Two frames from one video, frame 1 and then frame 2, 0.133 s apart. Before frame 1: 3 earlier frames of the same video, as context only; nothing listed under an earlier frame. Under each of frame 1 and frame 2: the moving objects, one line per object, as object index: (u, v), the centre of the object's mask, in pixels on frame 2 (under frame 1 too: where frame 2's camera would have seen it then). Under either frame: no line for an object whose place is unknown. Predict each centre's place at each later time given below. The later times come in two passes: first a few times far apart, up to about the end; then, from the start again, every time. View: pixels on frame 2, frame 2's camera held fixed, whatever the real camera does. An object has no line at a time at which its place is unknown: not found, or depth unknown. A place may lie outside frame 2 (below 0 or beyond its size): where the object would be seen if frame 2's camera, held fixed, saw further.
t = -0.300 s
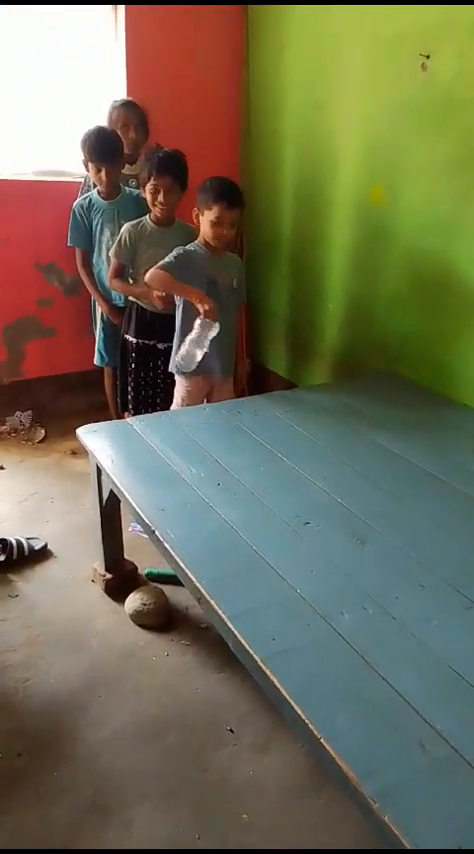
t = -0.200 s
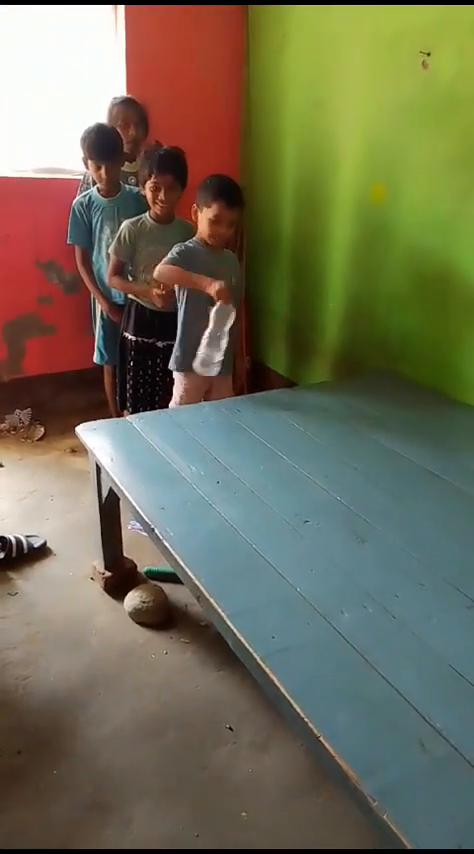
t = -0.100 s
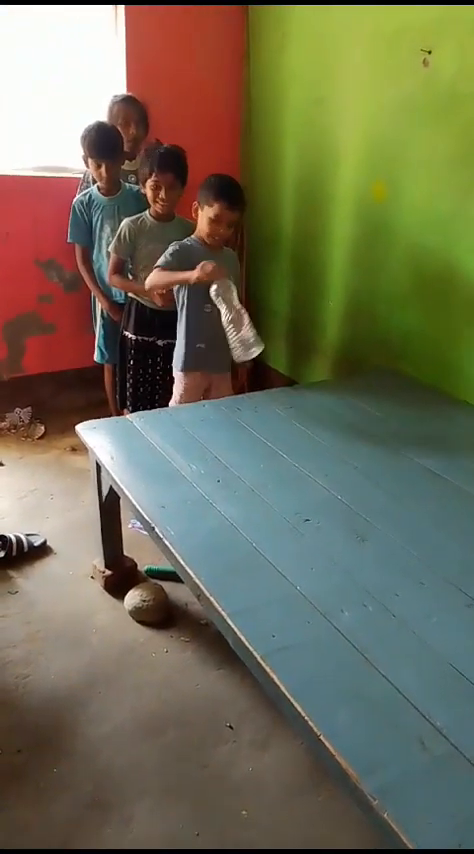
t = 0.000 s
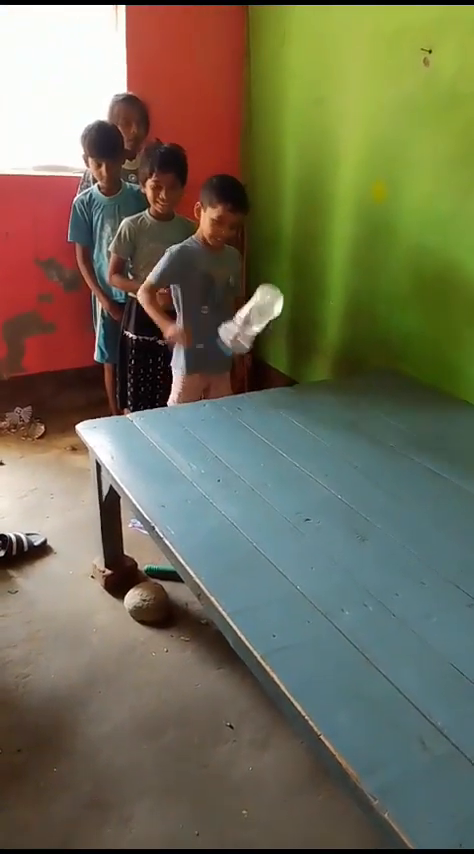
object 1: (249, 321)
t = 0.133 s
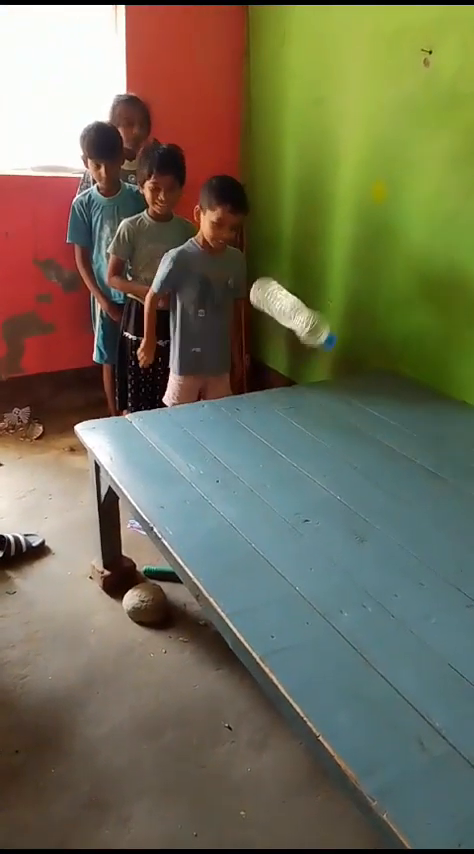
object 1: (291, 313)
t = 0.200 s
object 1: (293, 320)
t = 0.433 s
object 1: (294, 416)
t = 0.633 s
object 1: (302, 447)
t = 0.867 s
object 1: (305, 466)
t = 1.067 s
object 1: (306, 466)
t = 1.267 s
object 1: (309, 466)
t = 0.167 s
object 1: (293, 313)
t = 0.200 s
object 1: (293, 320)
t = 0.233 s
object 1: (293, 332)
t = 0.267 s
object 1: (293, 349)
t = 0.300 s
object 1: (292, 371)
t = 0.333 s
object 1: (290, 399)
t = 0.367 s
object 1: (291, 413)
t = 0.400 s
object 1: (293, 415)
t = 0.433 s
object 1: (294, 416)
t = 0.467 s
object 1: (294, 418)
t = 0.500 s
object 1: (295, 421)
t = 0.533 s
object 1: (297, 424)
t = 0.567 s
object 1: (299, 430)
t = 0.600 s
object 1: (301, 436)
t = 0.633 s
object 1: (302, 447)
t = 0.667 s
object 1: (304, 459)
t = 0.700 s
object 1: (304, 465)
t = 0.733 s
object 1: (304, 466)
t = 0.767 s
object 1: (304, 466)
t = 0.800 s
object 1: (304, 466)
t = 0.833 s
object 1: (305, 466)
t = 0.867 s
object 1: (305, 466)
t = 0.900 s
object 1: (305, 466)
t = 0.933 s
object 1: (305, 466)
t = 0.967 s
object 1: (305, 466)
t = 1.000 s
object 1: (306, 466)
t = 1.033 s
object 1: (306, 466)
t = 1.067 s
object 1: (306, 466)
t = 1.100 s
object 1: (307, 466)
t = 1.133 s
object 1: (308, 467)
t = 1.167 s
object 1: (308, 466)
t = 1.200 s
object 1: (308, 466)
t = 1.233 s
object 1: (309, 466)
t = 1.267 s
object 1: (309, 466)
